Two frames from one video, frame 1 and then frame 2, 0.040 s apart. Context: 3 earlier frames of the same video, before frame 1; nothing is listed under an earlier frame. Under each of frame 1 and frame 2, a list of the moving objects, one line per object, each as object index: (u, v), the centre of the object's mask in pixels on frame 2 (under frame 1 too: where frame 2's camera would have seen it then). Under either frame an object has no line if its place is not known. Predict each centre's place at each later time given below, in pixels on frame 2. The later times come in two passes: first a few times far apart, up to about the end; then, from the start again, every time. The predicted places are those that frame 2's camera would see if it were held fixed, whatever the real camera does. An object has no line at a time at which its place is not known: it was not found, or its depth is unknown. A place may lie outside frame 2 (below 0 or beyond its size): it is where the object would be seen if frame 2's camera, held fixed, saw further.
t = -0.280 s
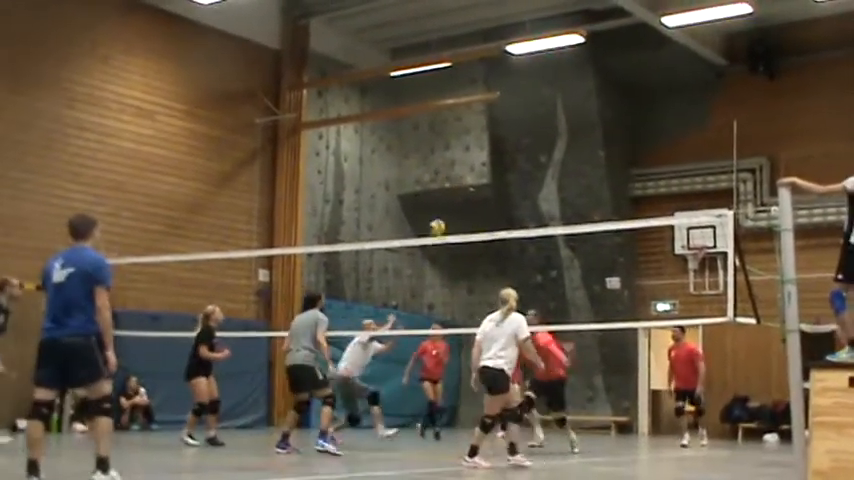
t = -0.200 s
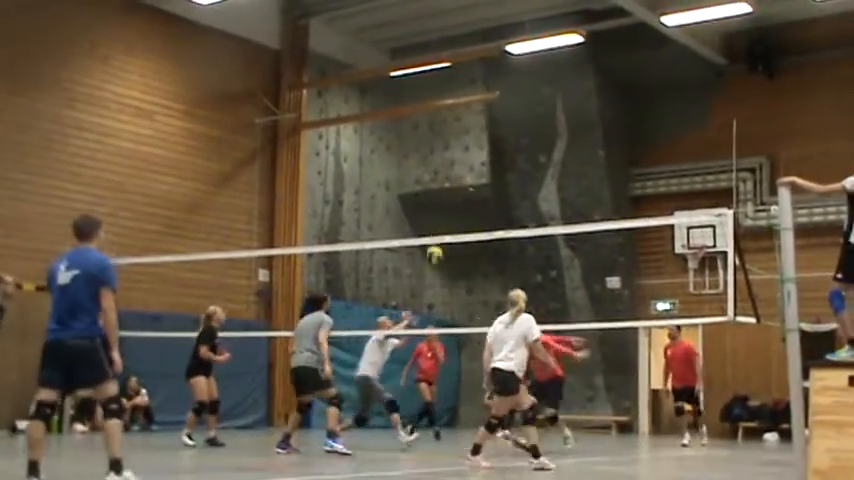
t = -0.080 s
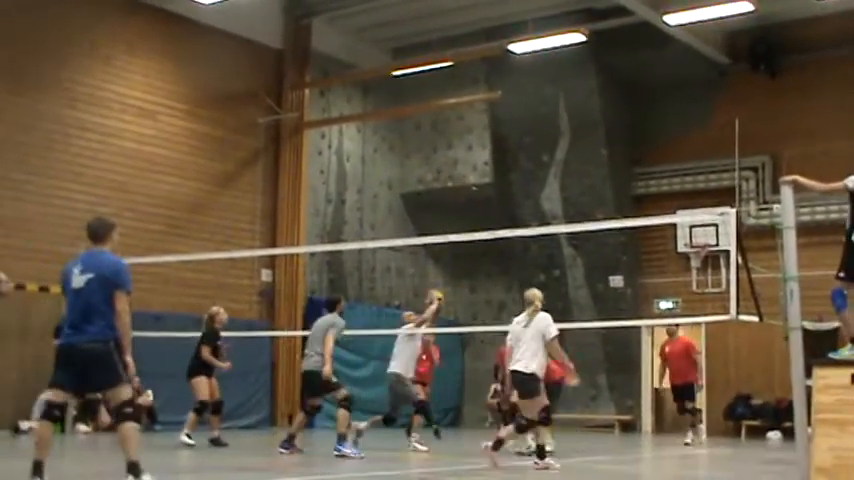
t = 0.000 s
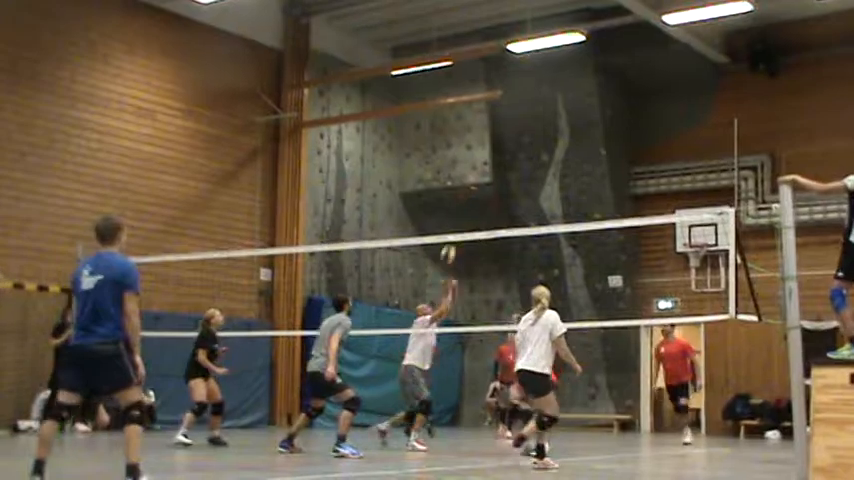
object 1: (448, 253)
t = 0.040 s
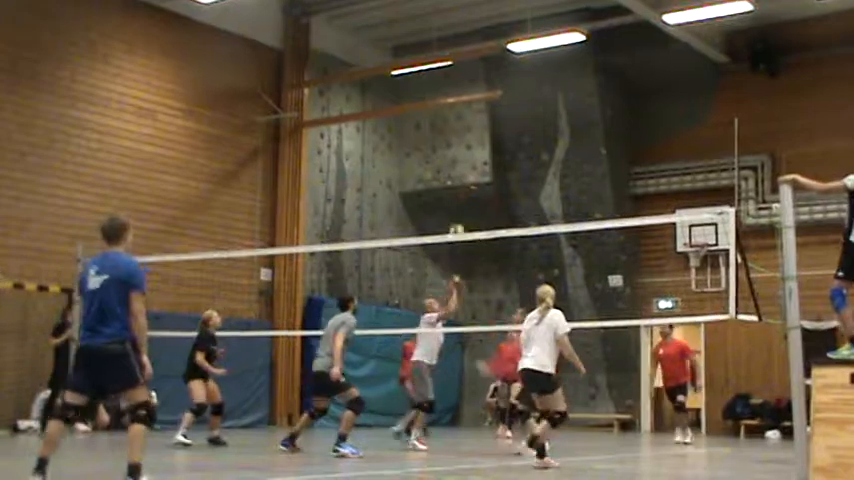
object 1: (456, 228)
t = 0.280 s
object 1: (506, 137)
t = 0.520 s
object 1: (553, 87)
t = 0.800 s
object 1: (609, 88)
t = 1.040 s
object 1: (658, 145)
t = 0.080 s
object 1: (464, 213)
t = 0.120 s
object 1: (473, 196)
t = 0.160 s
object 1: (484, 175)
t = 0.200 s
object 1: (491, 161)
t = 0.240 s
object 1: (498, 149)
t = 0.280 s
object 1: (506, 137)
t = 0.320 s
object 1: (514, 125)
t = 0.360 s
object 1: (522, 115)
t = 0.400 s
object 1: (529, 104)
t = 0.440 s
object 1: (538, 97)
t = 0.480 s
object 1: (545, 91)
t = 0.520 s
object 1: (553, 87)
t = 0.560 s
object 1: (561, 83)
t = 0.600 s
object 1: (568, 81)
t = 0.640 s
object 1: (577, 80)
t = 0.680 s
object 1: (585, 80)
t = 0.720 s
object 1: (593, 81)
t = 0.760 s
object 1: (602, 85)
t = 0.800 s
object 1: (609, 88)
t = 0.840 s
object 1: (616, 94)
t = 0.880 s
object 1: (626, 101)
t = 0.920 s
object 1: (633, 110)
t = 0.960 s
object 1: (641, 120)
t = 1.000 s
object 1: (649, 131)
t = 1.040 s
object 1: (658, 145)
